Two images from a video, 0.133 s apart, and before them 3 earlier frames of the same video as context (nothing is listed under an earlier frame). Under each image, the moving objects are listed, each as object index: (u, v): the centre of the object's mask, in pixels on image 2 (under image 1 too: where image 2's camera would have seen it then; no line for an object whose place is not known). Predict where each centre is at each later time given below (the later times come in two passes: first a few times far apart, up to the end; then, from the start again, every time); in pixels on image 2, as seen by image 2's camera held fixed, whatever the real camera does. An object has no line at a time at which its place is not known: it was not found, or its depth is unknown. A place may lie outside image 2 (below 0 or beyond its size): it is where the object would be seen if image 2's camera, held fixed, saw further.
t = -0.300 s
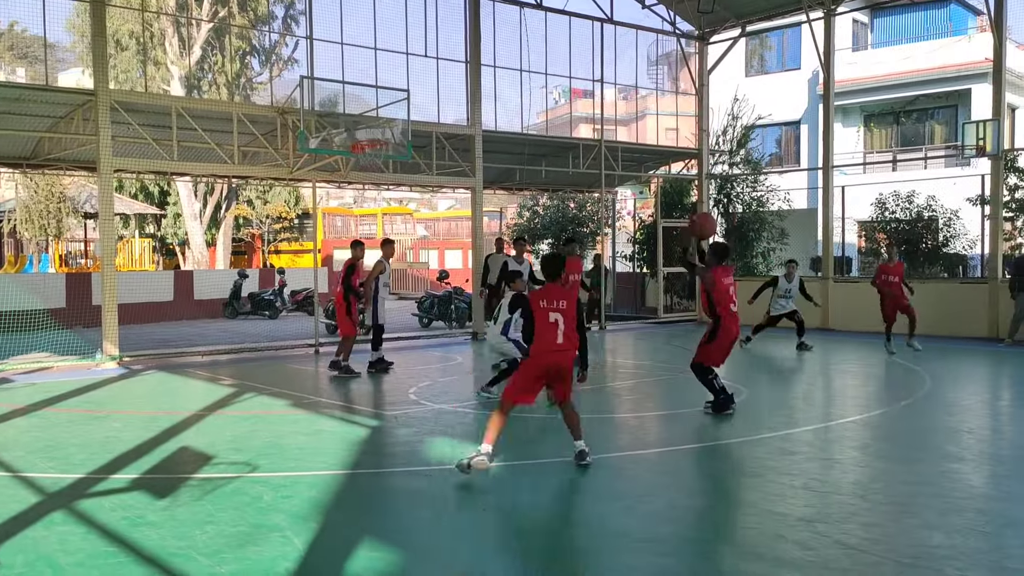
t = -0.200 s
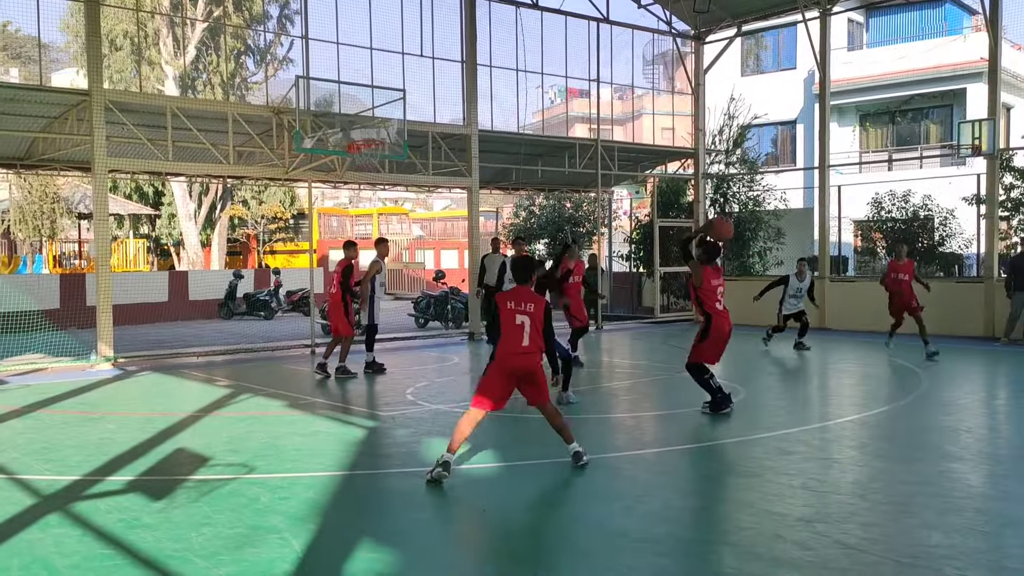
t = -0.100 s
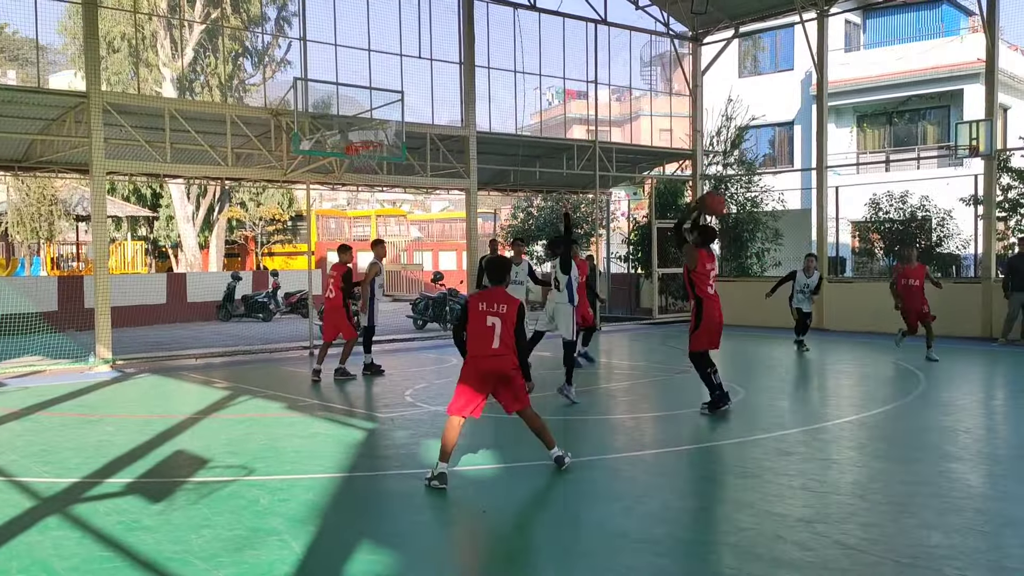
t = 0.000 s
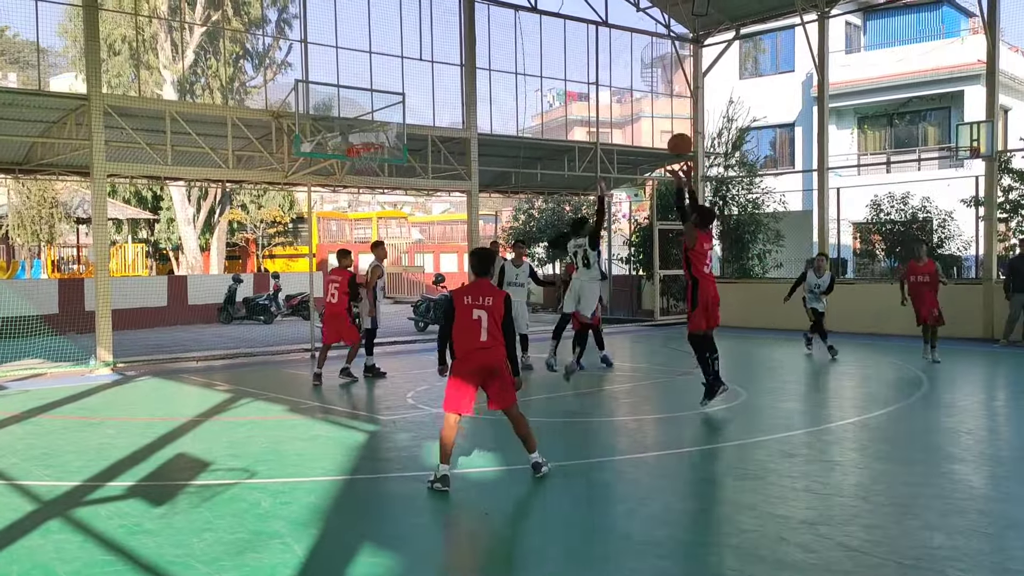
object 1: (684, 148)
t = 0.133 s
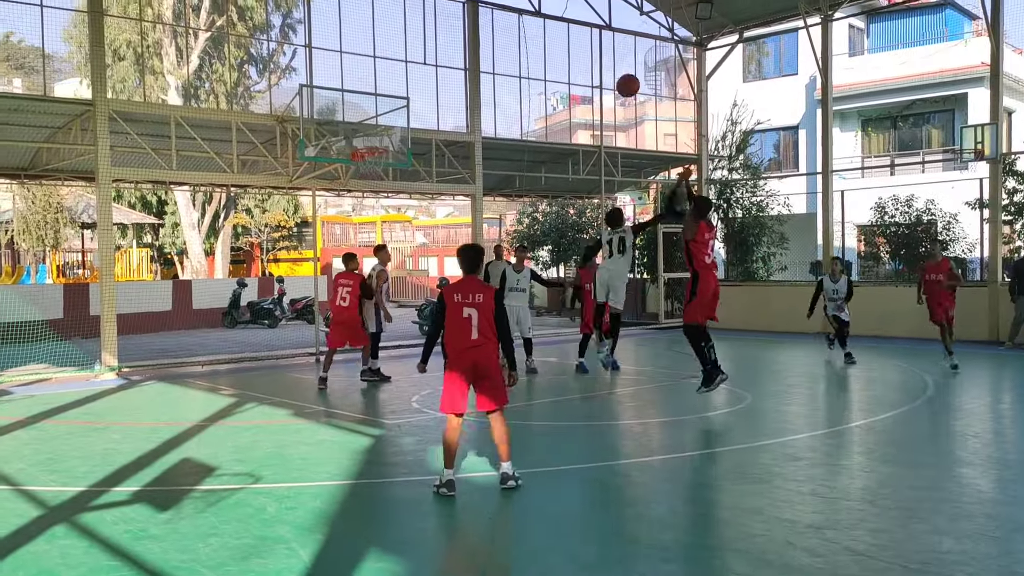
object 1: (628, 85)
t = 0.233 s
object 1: (590, 54)
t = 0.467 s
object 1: (513, 22)
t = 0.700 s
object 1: (450, 39)
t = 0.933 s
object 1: (398, 92)
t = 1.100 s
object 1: (365, 150)
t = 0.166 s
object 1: (615, 73)
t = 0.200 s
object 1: (602, 63)
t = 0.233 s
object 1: (590, 54)
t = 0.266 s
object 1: (578, 46)
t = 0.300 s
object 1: (566, 39)
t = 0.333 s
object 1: (555, 34)
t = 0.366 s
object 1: (544, 29)
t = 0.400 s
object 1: (534, 26)
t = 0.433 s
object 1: (523, 23)
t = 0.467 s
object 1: (513, 22)
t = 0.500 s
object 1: (503, 22)
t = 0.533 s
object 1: (494, 23)
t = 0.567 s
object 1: (485, 24)
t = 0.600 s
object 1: (475, 27)
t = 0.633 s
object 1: (466, 30)
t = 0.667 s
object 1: (458, 34)
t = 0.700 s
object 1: (450, 39)
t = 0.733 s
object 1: (442, 44)
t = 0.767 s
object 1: (434, 51)
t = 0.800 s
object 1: (426, 58)
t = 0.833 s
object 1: (419, 65)
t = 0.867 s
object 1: (412, 74)
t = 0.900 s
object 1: (404, 83)
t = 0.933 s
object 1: (398, 92)
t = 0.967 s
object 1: (391, 102)
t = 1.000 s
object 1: (384, 113)
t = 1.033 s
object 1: (378, 124)
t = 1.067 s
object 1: (371, 136)
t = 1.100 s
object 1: (365, 150)
